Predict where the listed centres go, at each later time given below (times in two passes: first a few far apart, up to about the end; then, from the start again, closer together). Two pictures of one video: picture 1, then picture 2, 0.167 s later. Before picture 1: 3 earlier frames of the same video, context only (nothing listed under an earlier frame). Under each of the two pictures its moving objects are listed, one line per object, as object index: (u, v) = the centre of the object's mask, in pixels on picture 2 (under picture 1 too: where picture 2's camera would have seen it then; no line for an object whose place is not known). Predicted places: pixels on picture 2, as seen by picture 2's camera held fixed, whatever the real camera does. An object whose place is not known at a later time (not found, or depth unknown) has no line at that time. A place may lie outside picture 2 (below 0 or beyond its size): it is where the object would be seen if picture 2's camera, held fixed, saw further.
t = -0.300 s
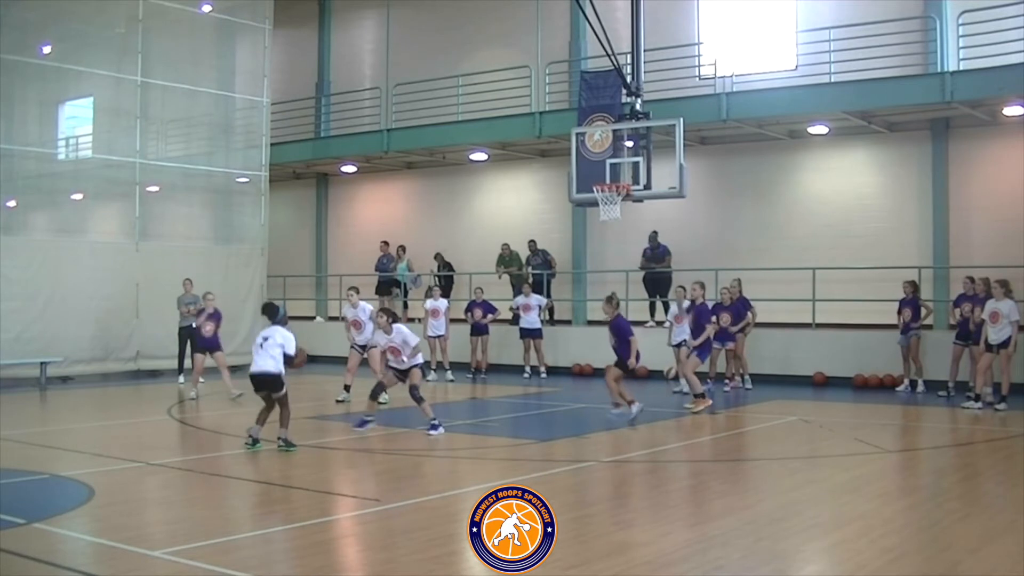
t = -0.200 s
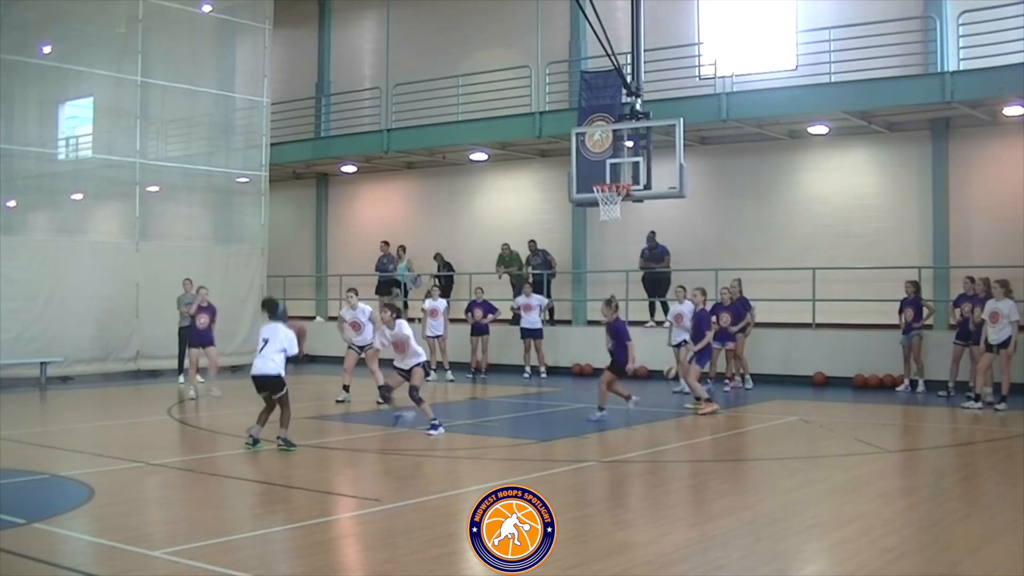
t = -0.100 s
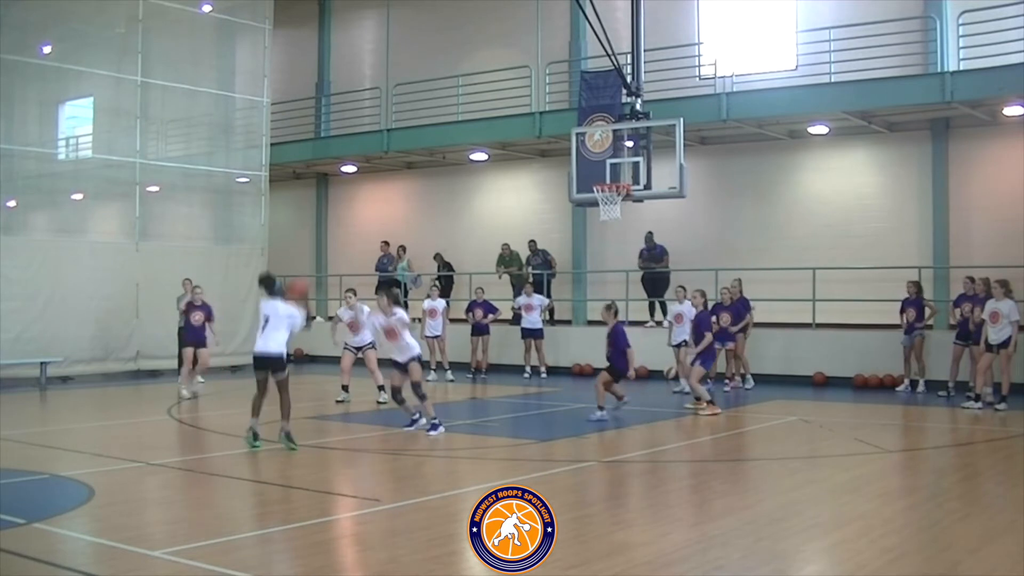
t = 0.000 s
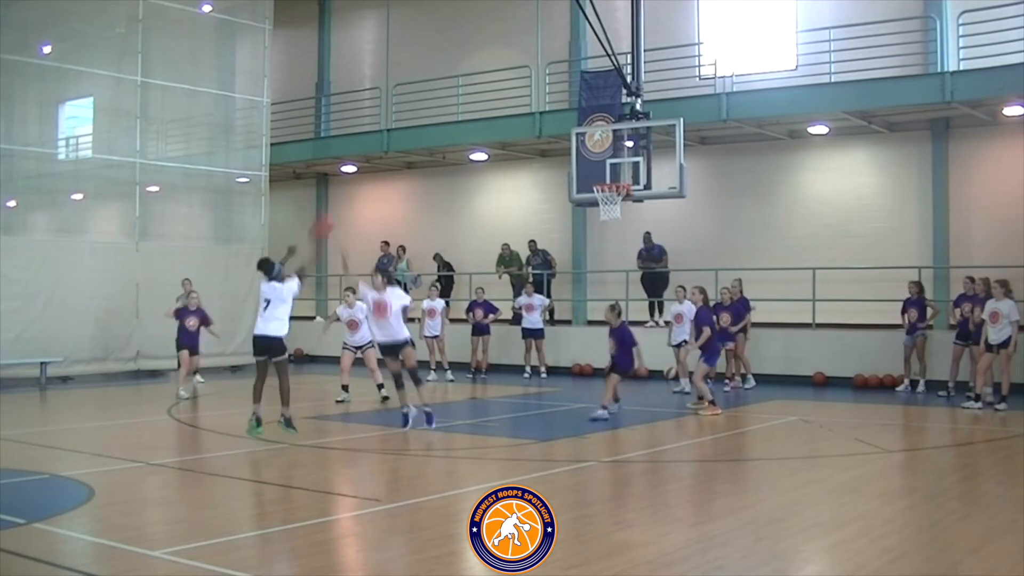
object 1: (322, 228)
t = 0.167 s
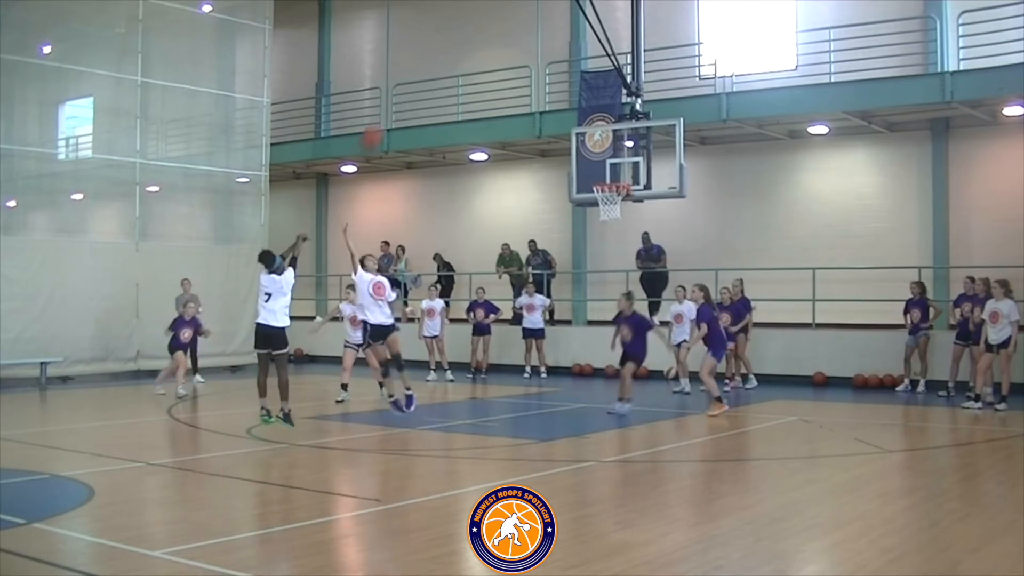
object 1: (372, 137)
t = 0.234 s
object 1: (390, 111)
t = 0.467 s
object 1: (449, 54)
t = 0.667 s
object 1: (494, 44)
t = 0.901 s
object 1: (539, 72)
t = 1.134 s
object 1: (581, 133)
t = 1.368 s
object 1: (622, 205)
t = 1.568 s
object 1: (633, 213)
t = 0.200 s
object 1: (380, 123)
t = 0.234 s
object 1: (390, 111)
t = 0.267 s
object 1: (400, 98)
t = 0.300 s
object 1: (408, 89)
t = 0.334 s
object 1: (416, 79)
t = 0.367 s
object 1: (425, 72)
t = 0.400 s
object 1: (433, 65)
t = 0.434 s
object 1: (441, 59)
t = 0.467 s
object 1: (449, 54)
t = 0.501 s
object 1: (457, 50)
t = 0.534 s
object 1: (464, 47)
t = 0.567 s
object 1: (472, 45)
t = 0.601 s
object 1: (479, 44)
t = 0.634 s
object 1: (486, 44)
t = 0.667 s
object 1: (494, 44)
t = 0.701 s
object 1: (501, 46)
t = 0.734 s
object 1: (507, 48)
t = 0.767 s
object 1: (513, 51)
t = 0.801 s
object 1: (520, 55)
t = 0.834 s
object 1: (527, 60)
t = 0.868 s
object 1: (533, 65)
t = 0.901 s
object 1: (539, 72)
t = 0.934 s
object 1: (546, 78)
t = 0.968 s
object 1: (552, 86)
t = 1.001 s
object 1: (558, 94)
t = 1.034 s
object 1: (563, 102)
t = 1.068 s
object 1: (570, 112)
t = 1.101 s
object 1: (575, 121)
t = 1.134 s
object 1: (581, 133)
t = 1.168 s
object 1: (584, 144)
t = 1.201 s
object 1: (591, 158)
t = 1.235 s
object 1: (598, 170)
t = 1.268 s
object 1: (601, 179)
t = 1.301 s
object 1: (611, 190)
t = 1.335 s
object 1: (614, 191)
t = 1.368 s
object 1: (622, 205)
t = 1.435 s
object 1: (626, 207)
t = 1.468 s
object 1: (627, 209)
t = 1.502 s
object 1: (629, 209)
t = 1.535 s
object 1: (631, 211)
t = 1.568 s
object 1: (633, 213)
